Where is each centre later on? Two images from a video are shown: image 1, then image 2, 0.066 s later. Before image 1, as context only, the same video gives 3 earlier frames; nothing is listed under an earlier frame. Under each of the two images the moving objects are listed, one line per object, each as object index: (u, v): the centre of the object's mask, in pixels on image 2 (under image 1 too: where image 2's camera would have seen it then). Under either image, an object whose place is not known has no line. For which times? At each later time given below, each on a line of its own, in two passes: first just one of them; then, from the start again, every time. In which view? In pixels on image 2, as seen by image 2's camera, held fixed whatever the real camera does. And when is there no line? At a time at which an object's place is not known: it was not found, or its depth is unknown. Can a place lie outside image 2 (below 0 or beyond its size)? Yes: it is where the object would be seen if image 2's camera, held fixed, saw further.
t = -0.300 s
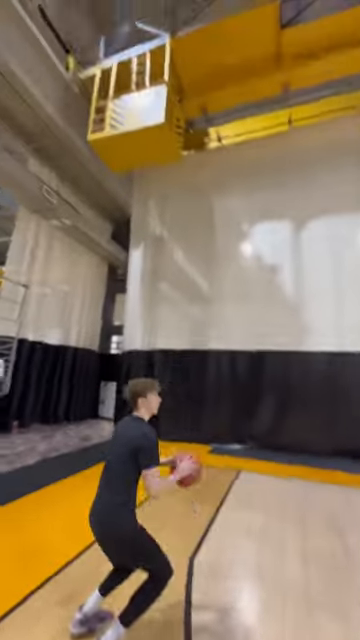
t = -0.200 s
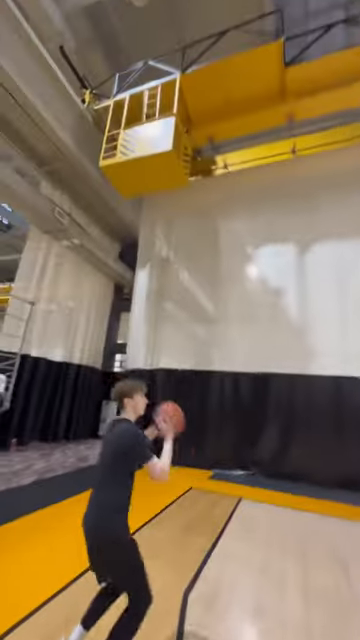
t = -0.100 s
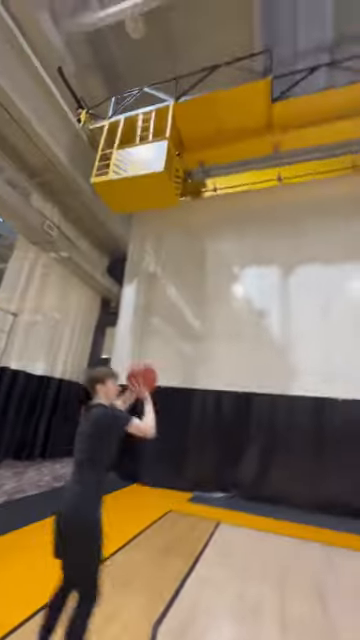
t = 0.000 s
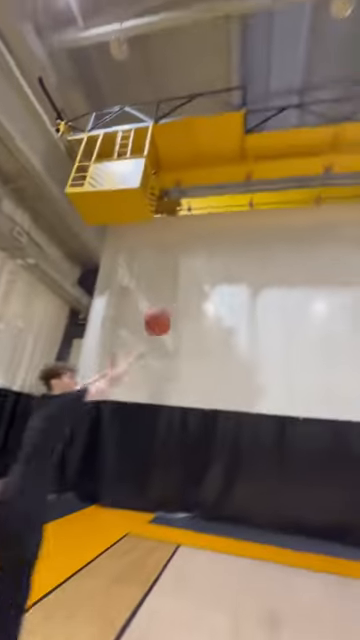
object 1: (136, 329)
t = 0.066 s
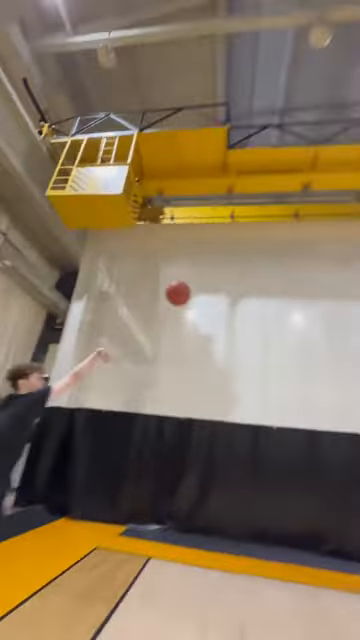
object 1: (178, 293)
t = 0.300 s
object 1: (281, 229)
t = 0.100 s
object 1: (196, 278)
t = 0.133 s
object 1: (212, 266)
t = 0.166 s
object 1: (228, 256)
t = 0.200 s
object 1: (243, 246)
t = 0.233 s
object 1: (257, 240)
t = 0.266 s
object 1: (270, 233)
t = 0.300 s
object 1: (281, 229)
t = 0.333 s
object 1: (294, 224)
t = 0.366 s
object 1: (305, 221)
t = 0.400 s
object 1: (315, 218)
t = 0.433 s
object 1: (327, 215)
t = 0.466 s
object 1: (337, 214)
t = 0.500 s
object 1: (346, 215)
